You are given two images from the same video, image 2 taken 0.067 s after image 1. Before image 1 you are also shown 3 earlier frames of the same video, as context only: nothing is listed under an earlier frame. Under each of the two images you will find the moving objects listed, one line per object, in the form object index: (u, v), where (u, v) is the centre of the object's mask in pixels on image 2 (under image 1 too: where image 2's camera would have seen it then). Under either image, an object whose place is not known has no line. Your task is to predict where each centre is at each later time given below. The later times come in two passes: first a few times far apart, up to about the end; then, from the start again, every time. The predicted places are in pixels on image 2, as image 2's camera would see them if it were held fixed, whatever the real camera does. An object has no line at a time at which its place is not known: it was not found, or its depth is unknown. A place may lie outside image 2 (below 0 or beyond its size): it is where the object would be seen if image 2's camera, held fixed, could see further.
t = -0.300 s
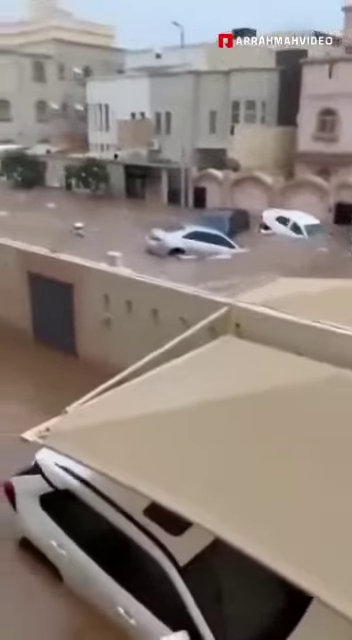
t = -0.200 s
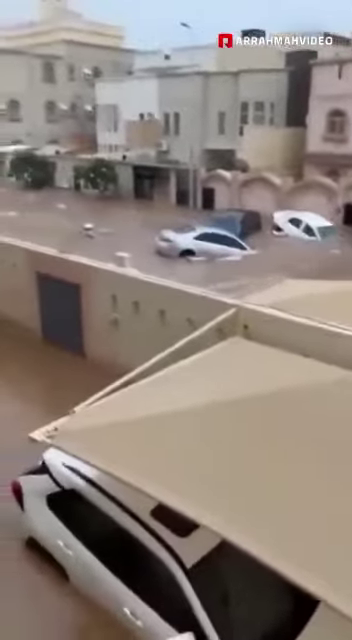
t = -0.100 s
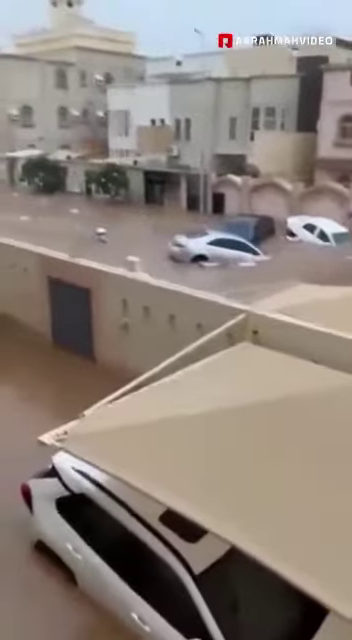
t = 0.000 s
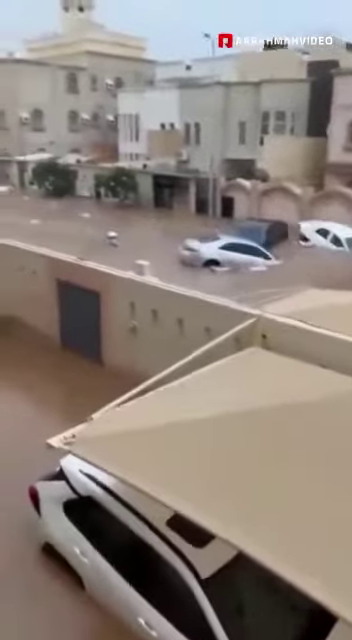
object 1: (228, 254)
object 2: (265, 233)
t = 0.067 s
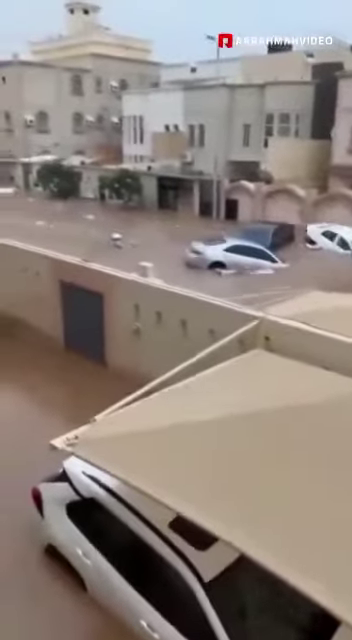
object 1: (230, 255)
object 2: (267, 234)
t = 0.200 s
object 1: (235, 256)
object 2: (273, 235)
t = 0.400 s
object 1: (240, 257)
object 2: (278, 235)
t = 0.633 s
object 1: (247, 258)
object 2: (287, 236)
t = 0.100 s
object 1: (231, 255)
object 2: (268, 234)
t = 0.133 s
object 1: (233, 255)
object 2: (270, 234)
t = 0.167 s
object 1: (233, 255)
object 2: (270, 234)
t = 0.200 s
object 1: (235, 256)
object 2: (273, 235)
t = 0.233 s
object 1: (236, 256)
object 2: (273, 234)
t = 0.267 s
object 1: (237, 256)
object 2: (274, 234)
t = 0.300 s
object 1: (237, 256)
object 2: (276, 235)
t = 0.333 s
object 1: (238, 256)
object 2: (277, 235)
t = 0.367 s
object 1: (239, 256)
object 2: (277, 235)
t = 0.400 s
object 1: (240, 257)
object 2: (278, 235)
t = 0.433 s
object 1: (241, 257)
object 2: (279, 235)
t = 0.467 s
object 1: (242, 257)
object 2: (280, 235)
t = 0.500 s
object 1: (243, 257)
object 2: (283, 235)
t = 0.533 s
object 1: (244, 258)
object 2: (283, 235)
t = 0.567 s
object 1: (245, 258)
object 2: (284, 235)
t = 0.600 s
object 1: (246, 258)
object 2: (285, 235)
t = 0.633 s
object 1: (247, 258)
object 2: (287, 236)
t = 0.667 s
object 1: (248, 258)
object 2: (288, 236)
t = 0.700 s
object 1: (249, 259)
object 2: (289, 236)
